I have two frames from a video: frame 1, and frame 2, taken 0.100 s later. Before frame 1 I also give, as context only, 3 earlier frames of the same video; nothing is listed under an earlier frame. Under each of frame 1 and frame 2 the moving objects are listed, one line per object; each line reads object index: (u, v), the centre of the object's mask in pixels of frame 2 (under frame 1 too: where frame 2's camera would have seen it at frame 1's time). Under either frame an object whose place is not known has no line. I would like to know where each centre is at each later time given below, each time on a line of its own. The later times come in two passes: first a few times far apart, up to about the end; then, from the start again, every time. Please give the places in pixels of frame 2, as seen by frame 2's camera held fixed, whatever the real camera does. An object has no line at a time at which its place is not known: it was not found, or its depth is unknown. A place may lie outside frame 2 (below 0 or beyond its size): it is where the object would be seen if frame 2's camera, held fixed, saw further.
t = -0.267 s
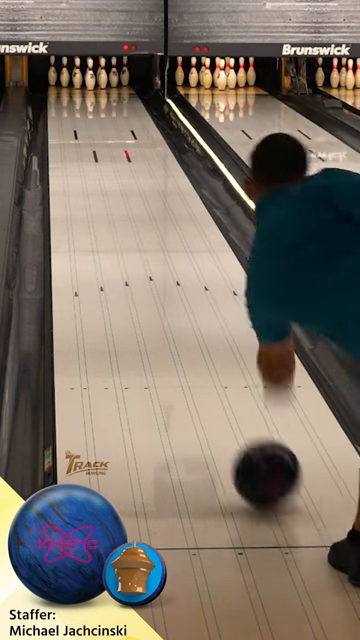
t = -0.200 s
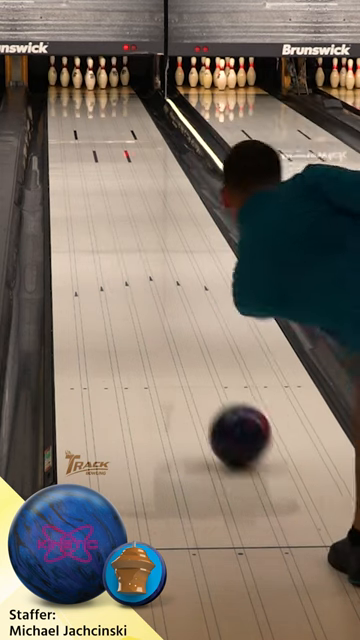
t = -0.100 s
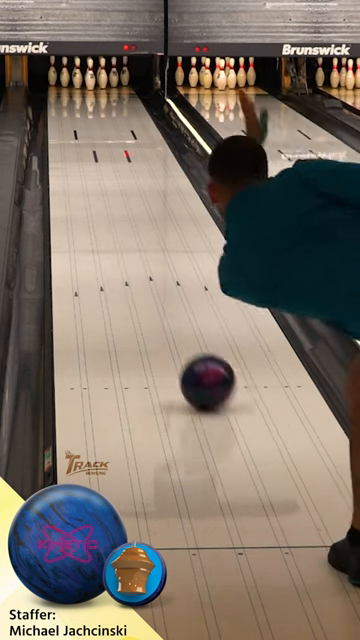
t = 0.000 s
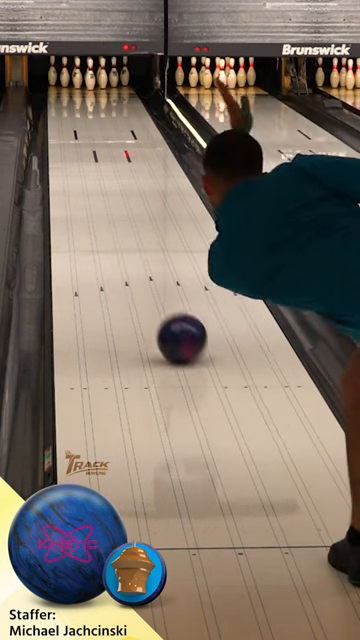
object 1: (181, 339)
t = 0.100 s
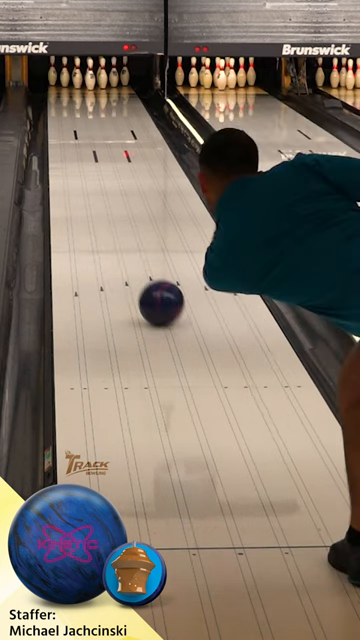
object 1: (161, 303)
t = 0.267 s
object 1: (135, 257)
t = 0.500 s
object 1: (109, 208)
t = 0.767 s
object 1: (89, 169)
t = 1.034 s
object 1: (75, 140)
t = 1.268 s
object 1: (68, 120)
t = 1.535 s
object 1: (67, 103)
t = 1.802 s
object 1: (74, 89)
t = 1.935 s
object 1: (80, 84)
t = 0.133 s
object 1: (155, 293)
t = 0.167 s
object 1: (149, 283)
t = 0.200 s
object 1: (144, 274)
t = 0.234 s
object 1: (139, 265)
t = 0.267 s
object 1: (135, 257)
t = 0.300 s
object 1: (130, 249)
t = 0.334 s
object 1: (126, 241)
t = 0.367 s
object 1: (122, 234)
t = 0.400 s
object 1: (118, 227)
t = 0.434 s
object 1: (115, 221)
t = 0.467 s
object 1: (112, 214)
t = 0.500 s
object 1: (109, 208)
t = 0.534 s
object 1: (106, 203)
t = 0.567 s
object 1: (103, 198)
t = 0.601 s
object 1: (100, 192)
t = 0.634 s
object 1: (97, 187)
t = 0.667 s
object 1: (95, 183)
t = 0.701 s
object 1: (93, 178)
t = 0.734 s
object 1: (91, 173)
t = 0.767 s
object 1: (89, 169)
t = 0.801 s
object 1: (86, 165)
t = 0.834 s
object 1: (84, 161)
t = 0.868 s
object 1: (83, 158)
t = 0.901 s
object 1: (81, 154)
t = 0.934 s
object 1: (80, 150)
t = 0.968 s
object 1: (78, 147)
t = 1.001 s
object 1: (76, 143)
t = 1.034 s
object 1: (75, 140)
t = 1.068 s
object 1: (74, 137)
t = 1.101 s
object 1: (73, 134)
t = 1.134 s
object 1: (71, 131)
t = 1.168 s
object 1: (70, 128)
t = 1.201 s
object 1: (70, 126)
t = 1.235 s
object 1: (69, 123)
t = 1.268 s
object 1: (68, 120)
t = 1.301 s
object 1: (67, 118)
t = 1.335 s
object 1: (67, 115)
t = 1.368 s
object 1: (66, 113)
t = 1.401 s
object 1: (66, 111)
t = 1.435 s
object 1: (66, 109)
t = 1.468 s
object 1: (66, 106)
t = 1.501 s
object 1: (67, 105)
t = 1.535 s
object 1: (67, 103)
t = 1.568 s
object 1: (67, 101)
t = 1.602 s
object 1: (68, 99)
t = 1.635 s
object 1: (69, 97)
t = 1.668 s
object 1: (70, 96)
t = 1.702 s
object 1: (70, 94)
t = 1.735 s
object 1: (71, 92)
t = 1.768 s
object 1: (73, 91)
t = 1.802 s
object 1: (74, 89)
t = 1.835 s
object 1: (76, 87)
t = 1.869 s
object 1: (77, 86)
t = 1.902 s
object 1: (79, 85)
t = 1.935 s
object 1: (80, 84)
